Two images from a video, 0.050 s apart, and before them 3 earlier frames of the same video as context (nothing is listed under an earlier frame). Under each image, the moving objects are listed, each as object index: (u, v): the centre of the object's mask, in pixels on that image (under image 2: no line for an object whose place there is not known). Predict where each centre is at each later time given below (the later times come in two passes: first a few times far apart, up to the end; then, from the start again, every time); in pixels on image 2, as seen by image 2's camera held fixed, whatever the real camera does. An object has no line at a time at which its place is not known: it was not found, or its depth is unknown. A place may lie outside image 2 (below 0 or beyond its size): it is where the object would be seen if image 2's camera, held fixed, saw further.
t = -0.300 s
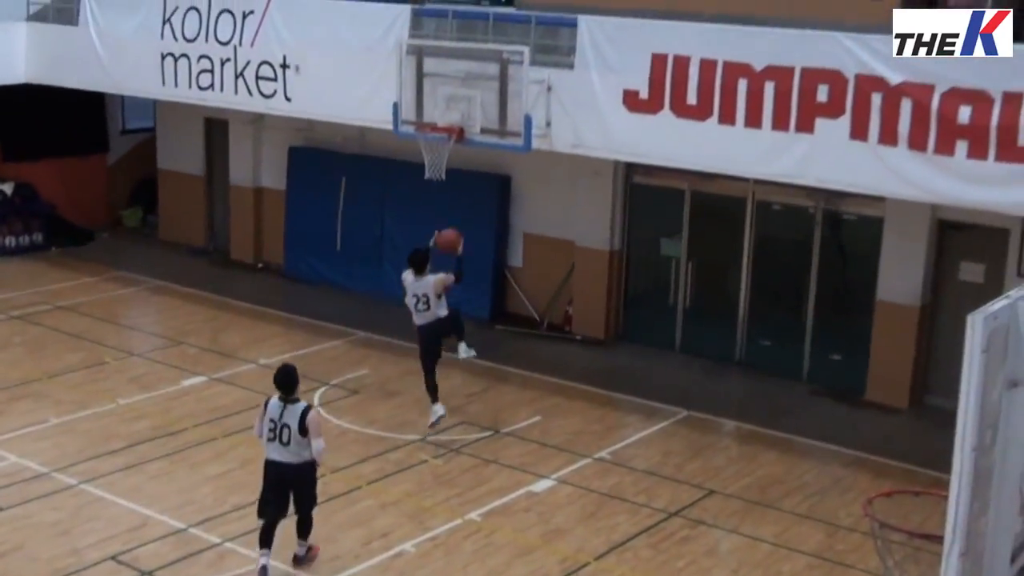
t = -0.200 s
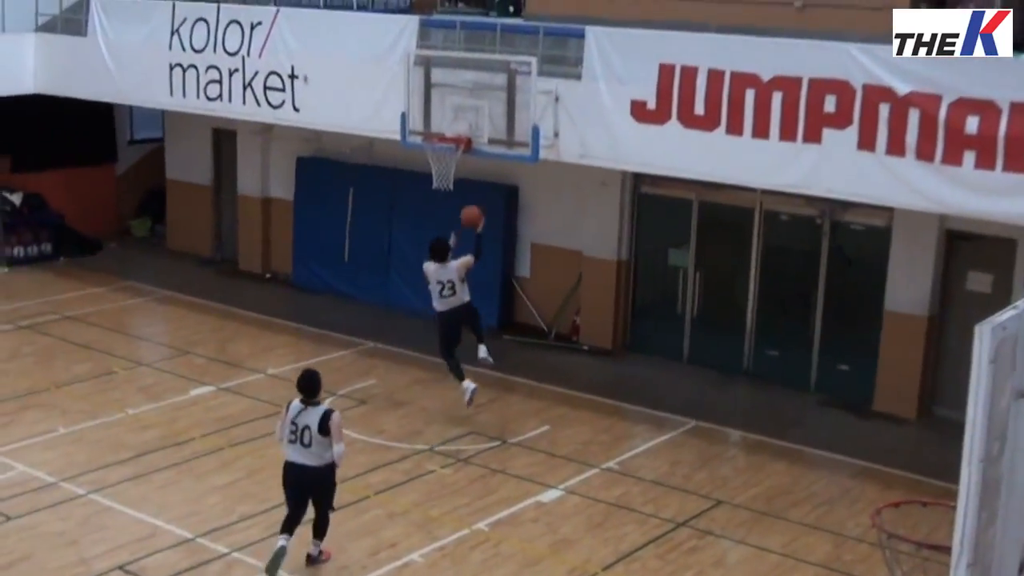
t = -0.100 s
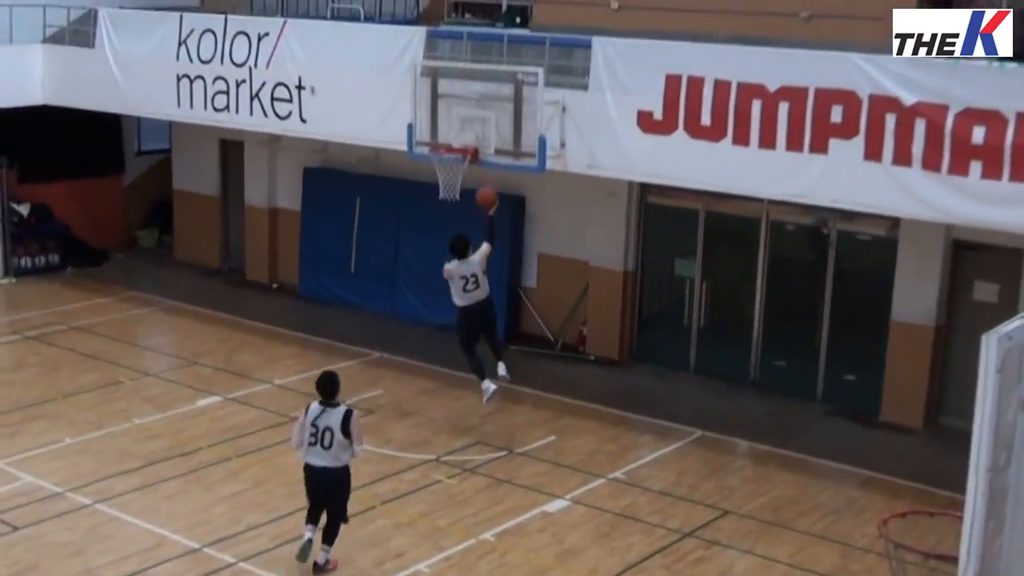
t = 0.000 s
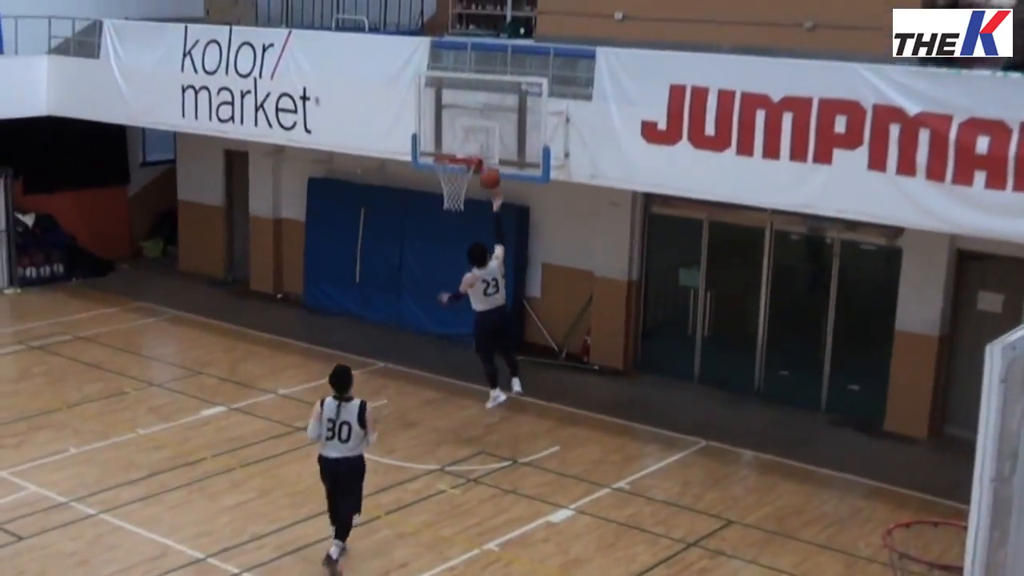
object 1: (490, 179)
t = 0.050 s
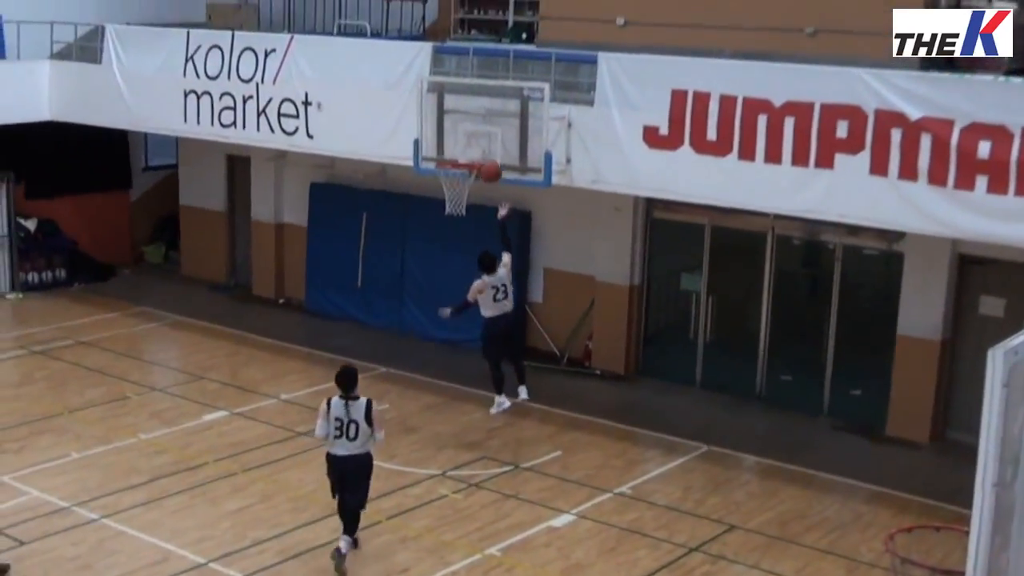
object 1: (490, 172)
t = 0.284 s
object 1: (483, 148)
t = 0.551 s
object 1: (454, 174)
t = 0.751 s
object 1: (439, 218)
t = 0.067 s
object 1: (490, 168)
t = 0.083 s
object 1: (489, 166)
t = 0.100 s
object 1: (488, 164)
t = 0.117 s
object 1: (487, 162)
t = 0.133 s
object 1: (487, 160)
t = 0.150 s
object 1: (488, 156)
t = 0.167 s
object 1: (488, 154)
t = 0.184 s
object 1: (488, 152)
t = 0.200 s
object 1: (487, 151)
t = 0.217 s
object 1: (487, 150)
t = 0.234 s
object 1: (486, 149)
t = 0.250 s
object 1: (486, 149)
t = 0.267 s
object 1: (485, 148)
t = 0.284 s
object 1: (483, 148)
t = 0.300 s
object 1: (481, 148)
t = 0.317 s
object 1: (479, 148)
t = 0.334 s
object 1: (477, 149)
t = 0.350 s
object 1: (476, 150)
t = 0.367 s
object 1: (474, 150)
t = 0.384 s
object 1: (472, 151)
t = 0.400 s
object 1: (471, 153)
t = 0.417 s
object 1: (468, 155)
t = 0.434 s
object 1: (466, 157)
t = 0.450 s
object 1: (465, 158)
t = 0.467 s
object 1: (463, 162)
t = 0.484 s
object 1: (461, 164)
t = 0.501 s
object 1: (458, 167)
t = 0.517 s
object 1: (456, 169)
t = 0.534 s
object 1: (455, 172)
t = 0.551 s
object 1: (454, 174)
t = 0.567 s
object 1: (454, 177)
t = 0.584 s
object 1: (451, 183)
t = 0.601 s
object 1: (448, 186)
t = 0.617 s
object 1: (445, 190)
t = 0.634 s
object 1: (445, 194)
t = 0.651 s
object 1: (443, 196)
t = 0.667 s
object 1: (441, 198)
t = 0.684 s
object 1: (440, 206)
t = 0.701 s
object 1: (441, 209)
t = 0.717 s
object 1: (441, 211)
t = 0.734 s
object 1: (440, 214)
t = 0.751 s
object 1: (439, 218)
